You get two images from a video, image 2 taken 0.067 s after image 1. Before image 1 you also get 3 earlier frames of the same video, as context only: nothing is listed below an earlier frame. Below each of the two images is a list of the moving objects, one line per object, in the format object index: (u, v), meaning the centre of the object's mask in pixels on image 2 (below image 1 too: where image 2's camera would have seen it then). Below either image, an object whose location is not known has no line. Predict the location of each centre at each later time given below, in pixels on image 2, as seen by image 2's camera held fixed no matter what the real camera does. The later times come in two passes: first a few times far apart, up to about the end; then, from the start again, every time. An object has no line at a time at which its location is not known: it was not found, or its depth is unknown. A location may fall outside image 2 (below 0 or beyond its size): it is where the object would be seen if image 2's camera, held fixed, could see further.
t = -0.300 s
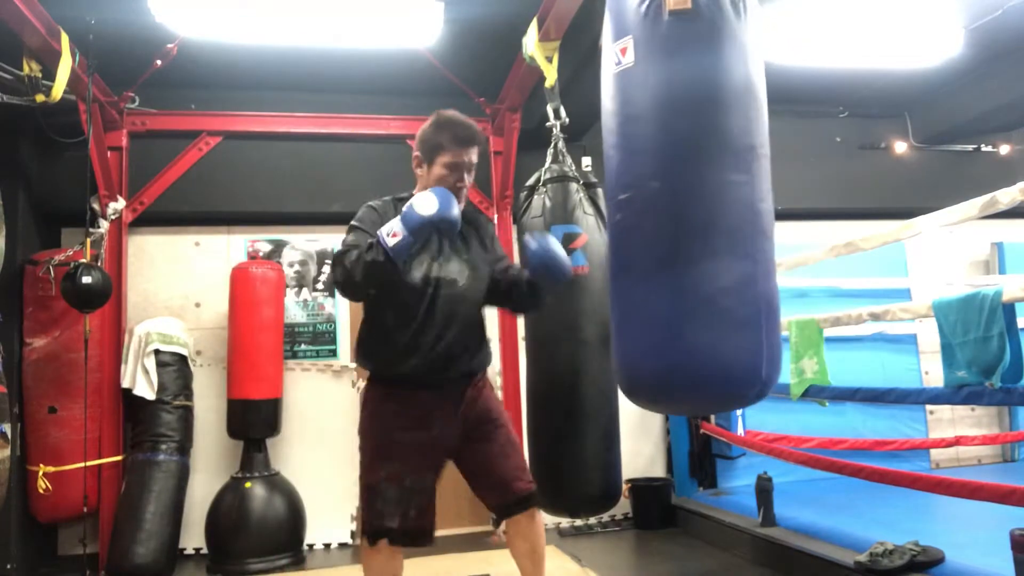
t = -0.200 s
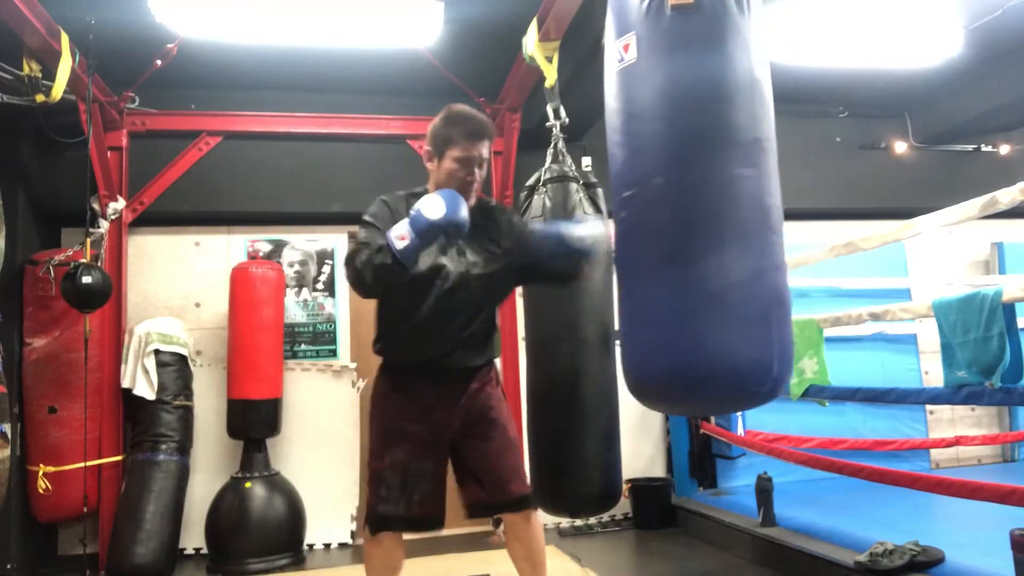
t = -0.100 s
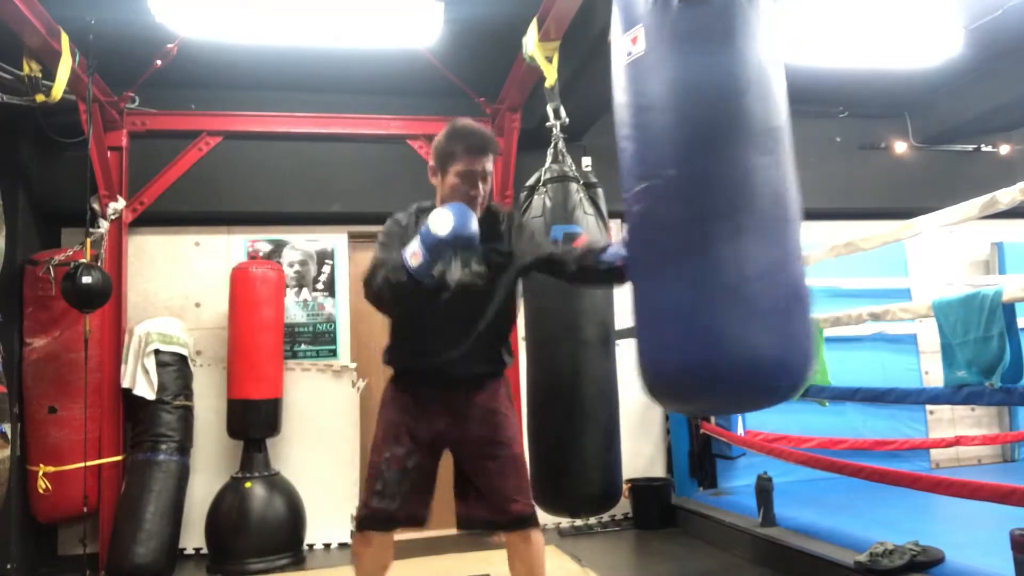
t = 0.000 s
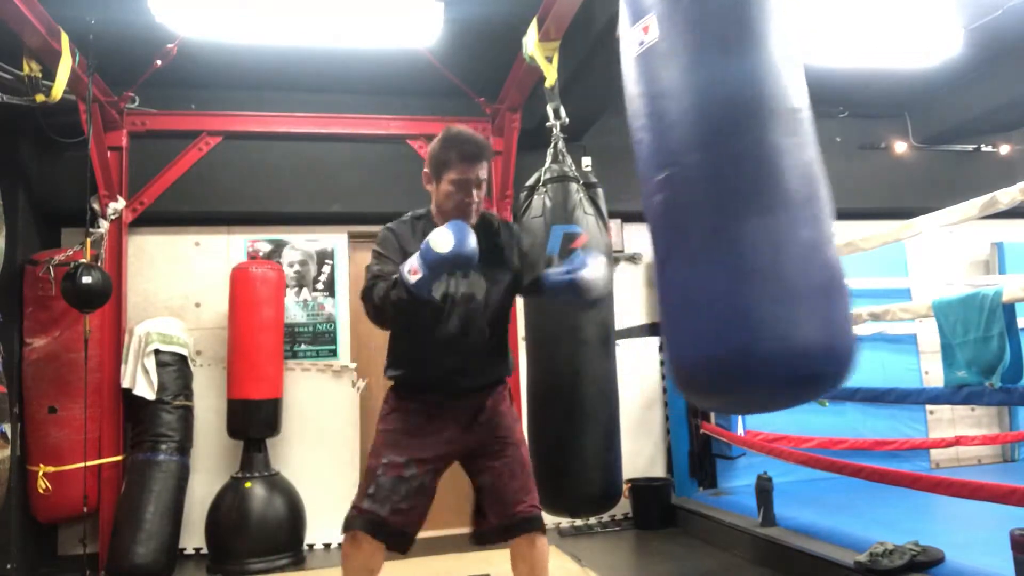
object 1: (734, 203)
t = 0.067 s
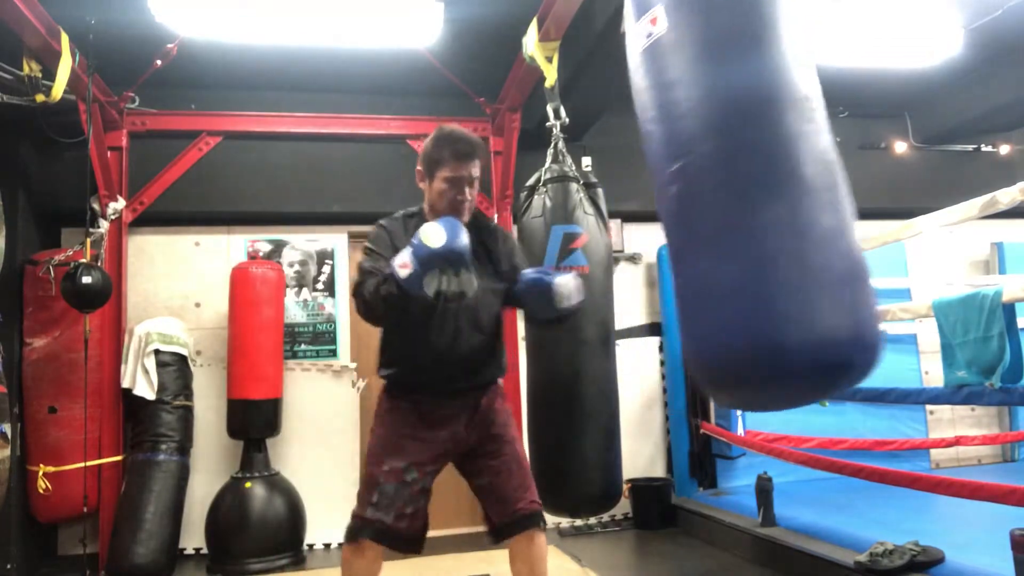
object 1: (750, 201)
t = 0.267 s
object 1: (785, 196)
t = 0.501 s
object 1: (777, 198)
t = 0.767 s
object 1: (719, 205)
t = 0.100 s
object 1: (757, 200)
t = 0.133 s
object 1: (765, 199)
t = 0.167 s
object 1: (771, 198)
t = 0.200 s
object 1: (777, 197)
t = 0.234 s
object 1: (781, 196)
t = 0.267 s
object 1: (785, 196)
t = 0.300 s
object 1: (787, 196)
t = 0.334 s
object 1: (788, 195)
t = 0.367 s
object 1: (788, 195)
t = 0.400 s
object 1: (787, 196)
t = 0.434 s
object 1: (785, 196)
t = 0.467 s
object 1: (782, 198)
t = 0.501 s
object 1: (777, 198)
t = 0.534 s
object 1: (771, 199)
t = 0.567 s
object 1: (766, 200)
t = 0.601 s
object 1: (758, 201)
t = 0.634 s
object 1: (752, 203)
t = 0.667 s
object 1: (743, 203)
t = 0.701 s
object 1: (736, 204)
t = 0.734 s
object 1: (727, 204)
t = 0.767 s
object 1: (719, 205)
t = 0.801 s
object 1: (711, 205)
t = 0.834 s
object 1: (703, 206)
